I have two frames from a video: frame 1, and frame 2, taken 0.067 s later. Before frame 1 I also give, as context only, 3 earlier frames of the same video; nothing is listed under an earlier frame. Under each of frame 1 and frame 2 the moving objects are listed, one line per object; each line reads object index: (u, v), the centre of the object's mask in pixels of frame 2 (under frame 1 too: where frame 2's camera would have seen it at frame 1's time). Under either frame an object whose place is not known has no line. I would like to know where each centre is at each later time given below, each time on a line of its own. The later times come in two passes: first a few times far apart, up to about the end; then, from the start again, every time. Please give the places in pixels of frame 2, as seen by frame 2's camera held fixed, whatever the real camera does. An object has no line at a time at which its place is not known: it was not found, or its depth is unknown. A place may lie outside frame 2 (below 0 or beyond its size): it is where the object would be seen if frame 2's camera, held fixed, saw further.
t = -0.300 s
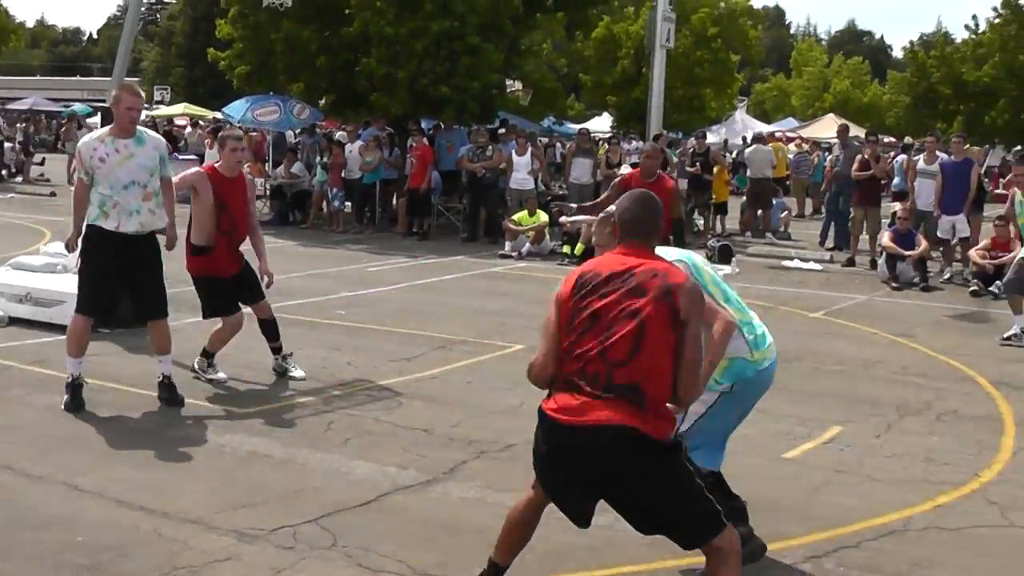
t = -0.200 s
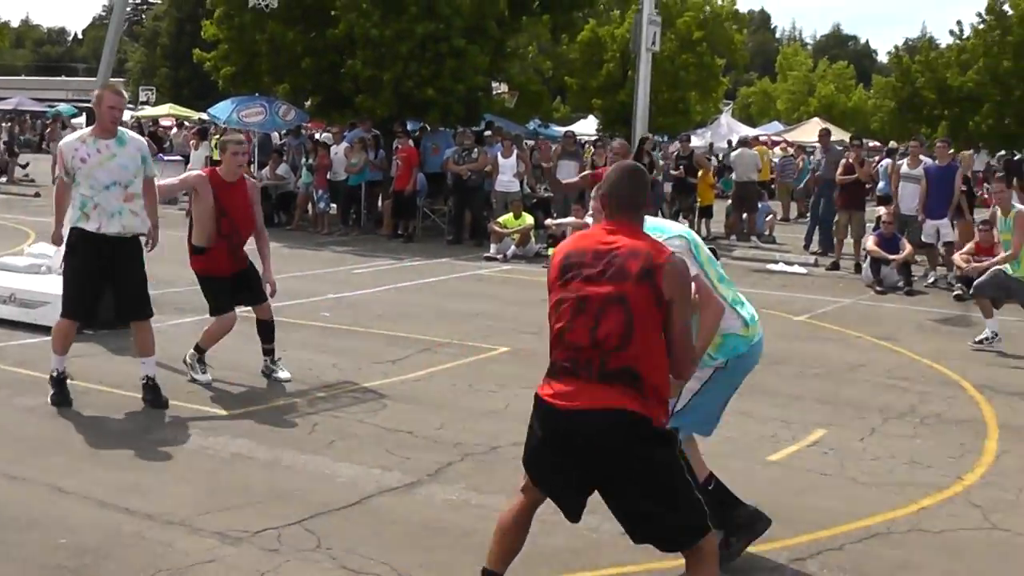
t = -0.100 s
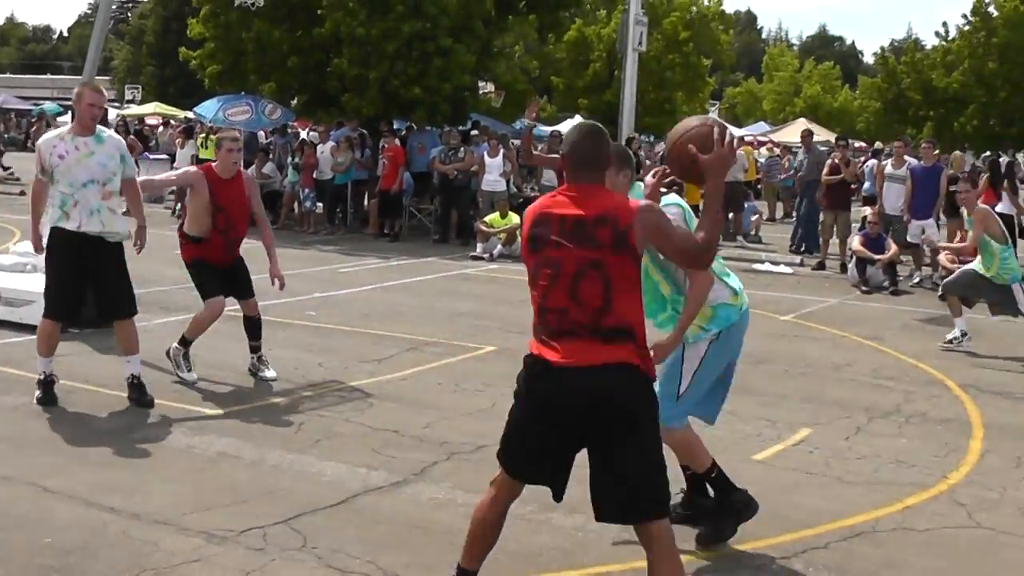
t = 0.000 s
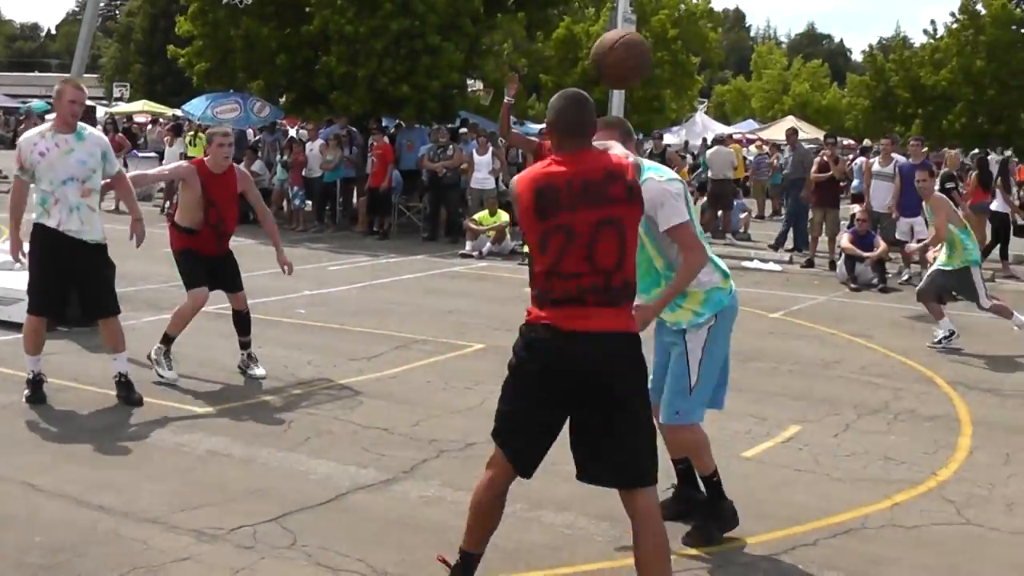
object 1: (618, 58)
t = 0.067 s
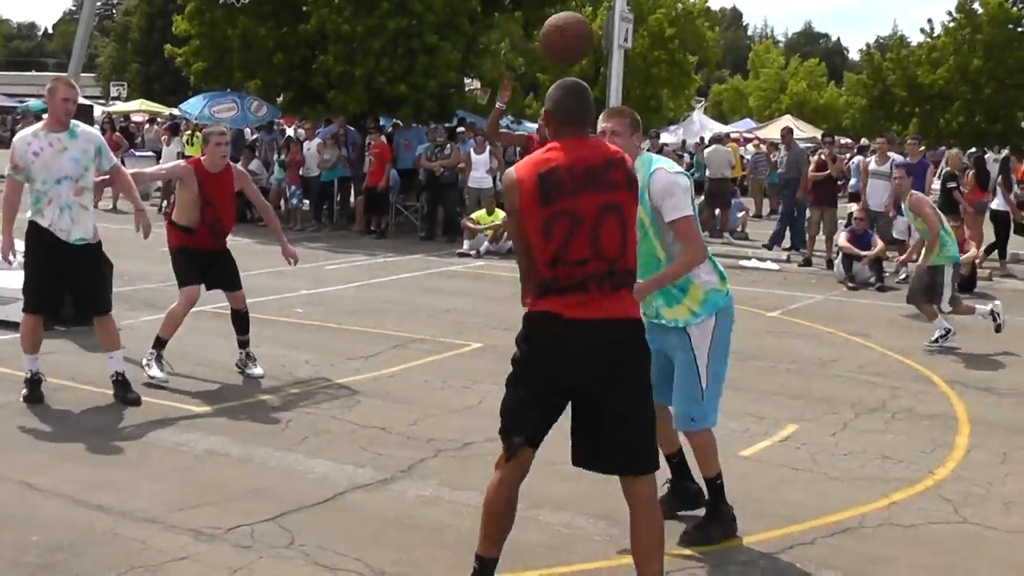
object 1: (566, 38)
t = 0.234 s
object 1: (479, 34)
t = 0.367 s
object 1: (437, 60)
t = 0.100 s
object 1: (545, 33)
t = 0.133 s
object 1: (526, 30)
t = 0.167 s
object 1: (509, 30)
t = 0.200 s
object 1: (493, 31)
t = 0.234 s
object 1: (479, 34)
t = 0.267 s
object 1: (468, 39)
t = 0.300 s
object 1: (457, 46)
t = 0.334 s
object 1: (447, 51)
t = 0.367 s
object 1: (437, 60)
